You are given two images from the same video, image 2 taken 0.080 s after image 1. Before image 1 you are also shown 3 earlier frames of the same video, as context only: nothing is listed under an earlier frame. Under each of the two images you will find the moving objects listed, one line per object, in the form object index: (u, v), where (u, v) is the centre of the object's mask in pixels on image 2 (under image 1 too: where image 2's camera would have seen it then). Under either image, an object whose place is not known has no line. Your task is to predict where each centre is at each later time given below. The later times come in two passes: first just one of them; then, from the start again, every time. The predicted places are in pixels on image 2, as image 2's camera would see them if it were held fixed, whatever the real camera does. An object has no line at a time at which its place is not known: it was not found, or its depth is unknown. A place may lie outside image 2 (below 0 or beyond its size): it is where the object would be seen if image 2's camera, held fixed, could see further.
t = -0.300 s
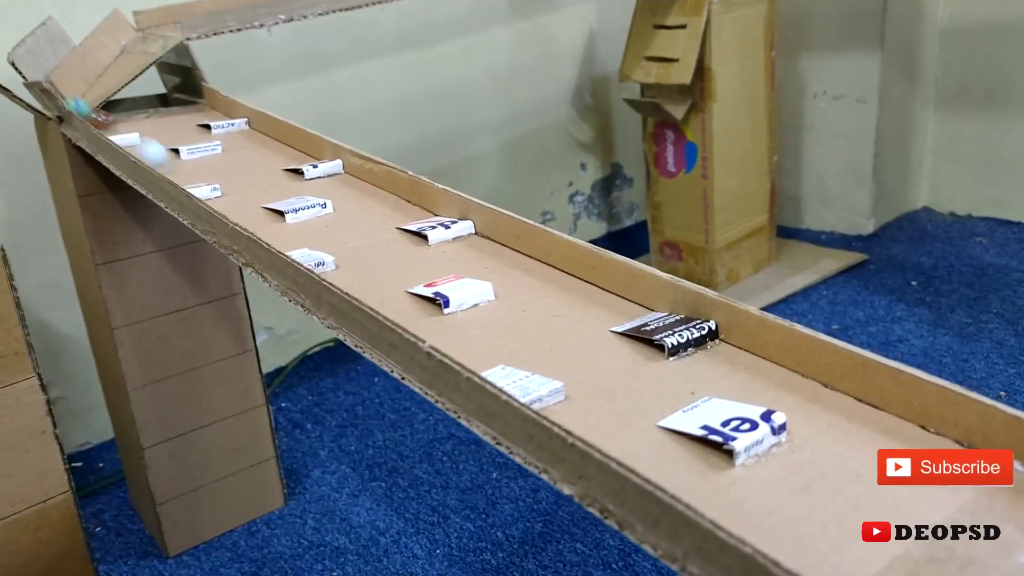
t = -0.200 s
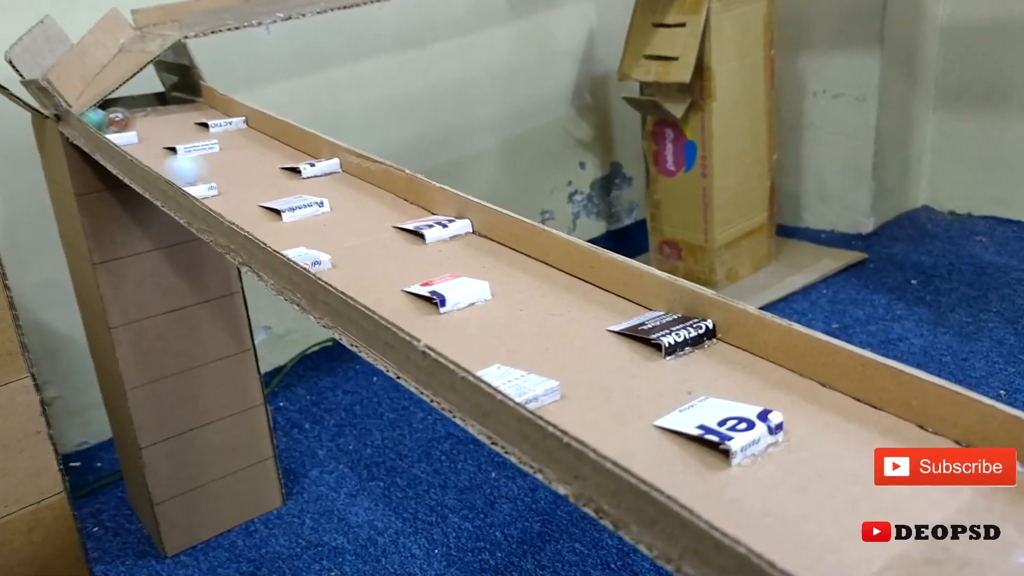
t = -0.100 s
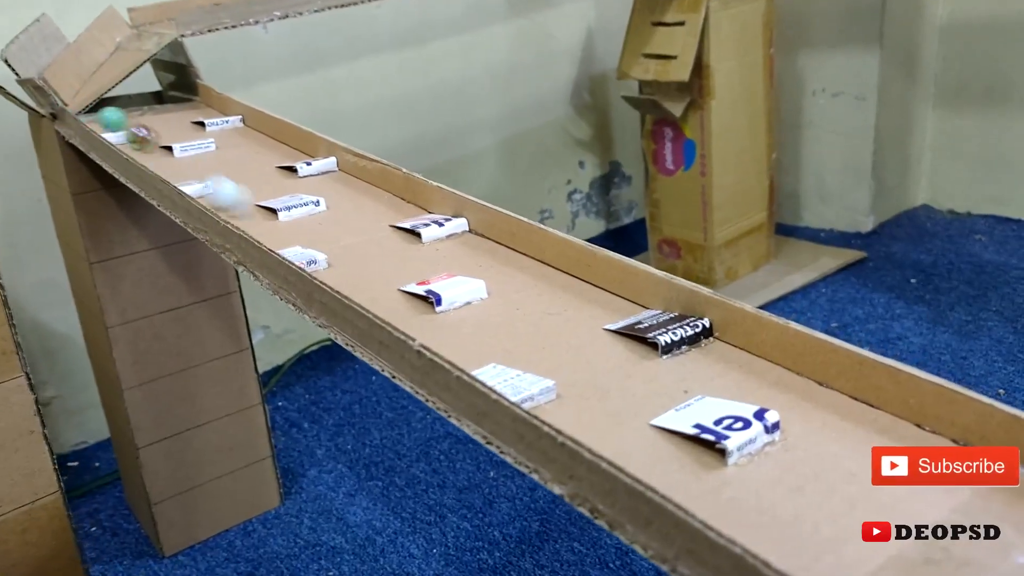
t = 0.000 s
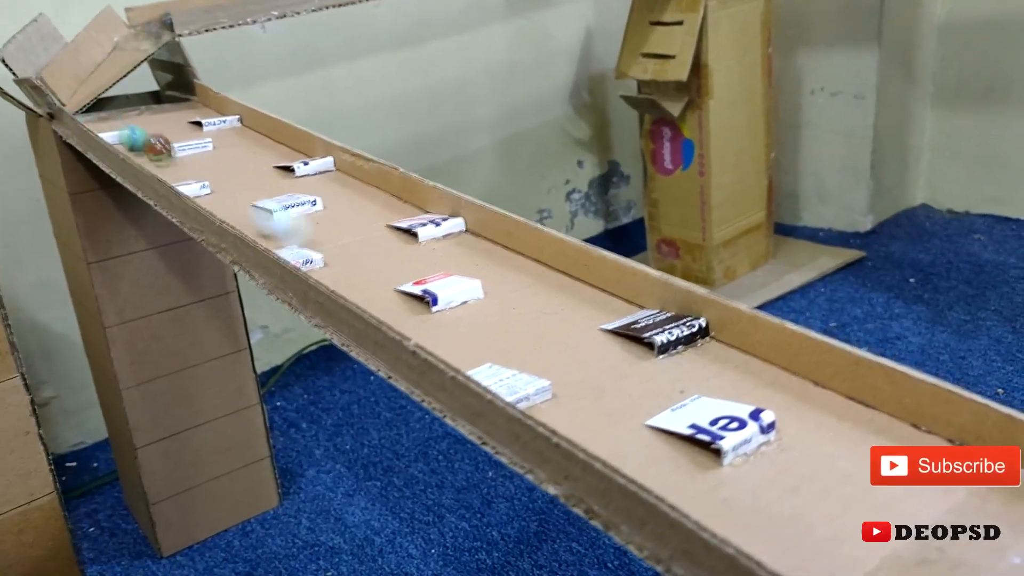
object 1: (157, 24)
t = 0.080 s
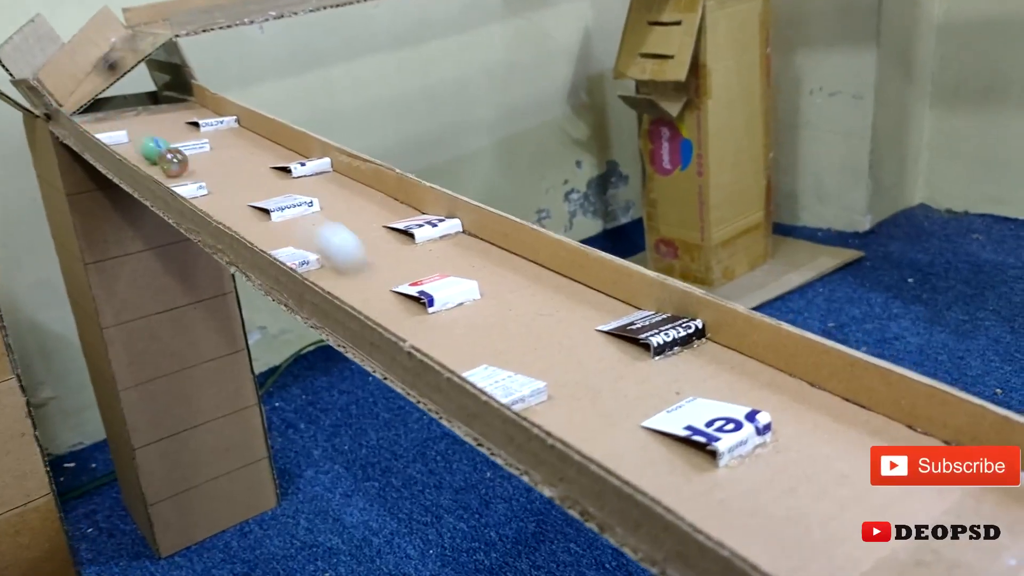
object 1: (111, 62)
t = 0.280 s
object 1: (66, 103)
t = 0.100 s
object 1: (109, 63)
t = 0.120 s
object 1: (81, 85)
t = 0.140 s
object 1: (61, 96)
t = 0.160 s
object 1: (62, 96)
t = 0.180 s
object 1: (72, 93)
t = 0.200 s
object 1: (73, 93)
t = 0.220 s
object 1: (74, 94)
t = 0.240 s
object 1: (72, 97)
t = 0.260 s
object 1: (69, 100)
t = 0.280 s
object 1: (66, 103)
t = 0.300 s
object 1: (67, 104)
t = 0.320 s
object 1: (75, 108)
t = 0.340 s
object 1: (78, 110)
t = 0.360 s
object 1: (80, 112)
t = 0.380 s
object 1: (84, 113)
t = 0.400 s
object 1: (88, 114)
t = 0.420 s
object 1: (92, 116)
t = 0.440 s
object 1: (95, 117)
